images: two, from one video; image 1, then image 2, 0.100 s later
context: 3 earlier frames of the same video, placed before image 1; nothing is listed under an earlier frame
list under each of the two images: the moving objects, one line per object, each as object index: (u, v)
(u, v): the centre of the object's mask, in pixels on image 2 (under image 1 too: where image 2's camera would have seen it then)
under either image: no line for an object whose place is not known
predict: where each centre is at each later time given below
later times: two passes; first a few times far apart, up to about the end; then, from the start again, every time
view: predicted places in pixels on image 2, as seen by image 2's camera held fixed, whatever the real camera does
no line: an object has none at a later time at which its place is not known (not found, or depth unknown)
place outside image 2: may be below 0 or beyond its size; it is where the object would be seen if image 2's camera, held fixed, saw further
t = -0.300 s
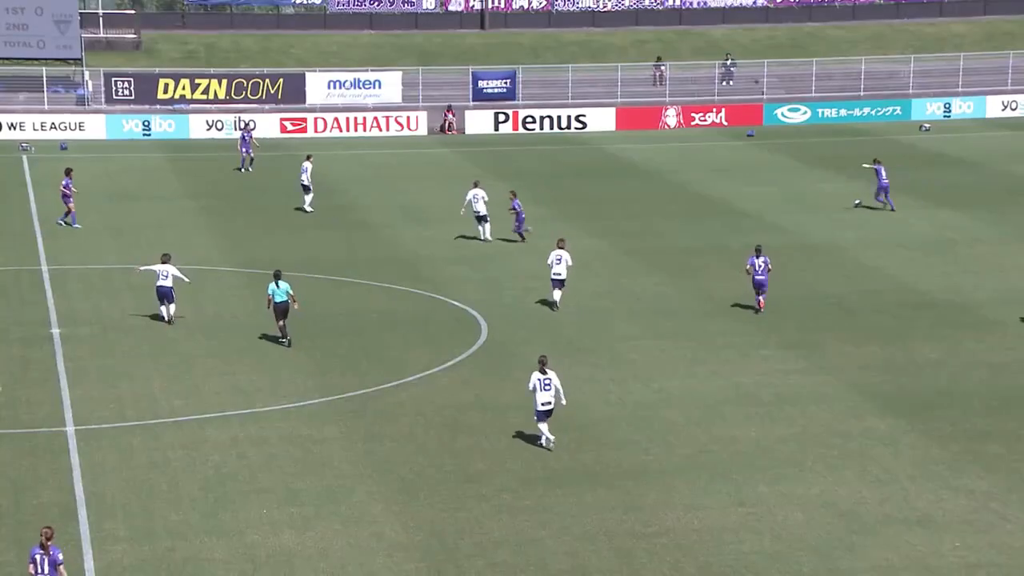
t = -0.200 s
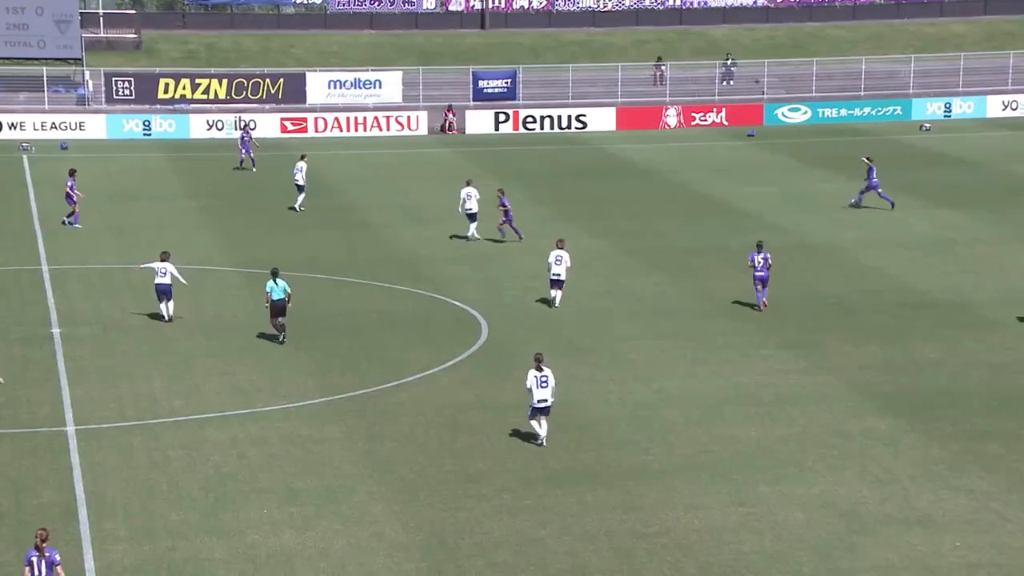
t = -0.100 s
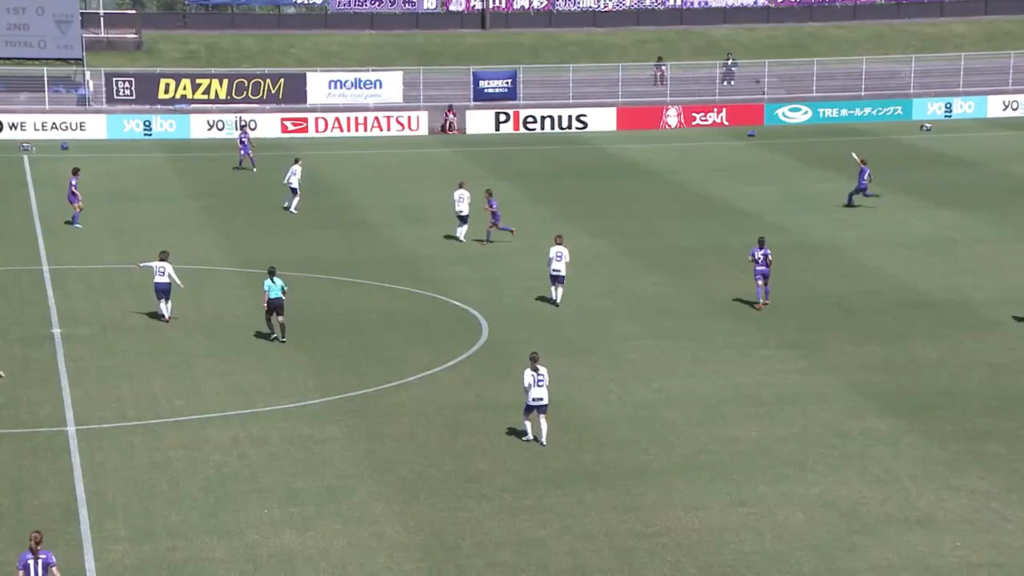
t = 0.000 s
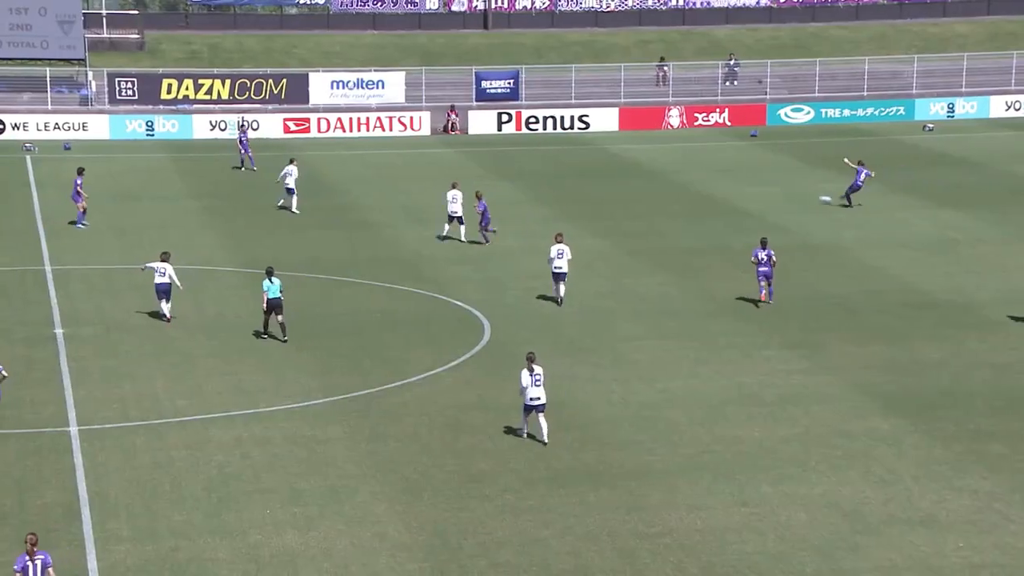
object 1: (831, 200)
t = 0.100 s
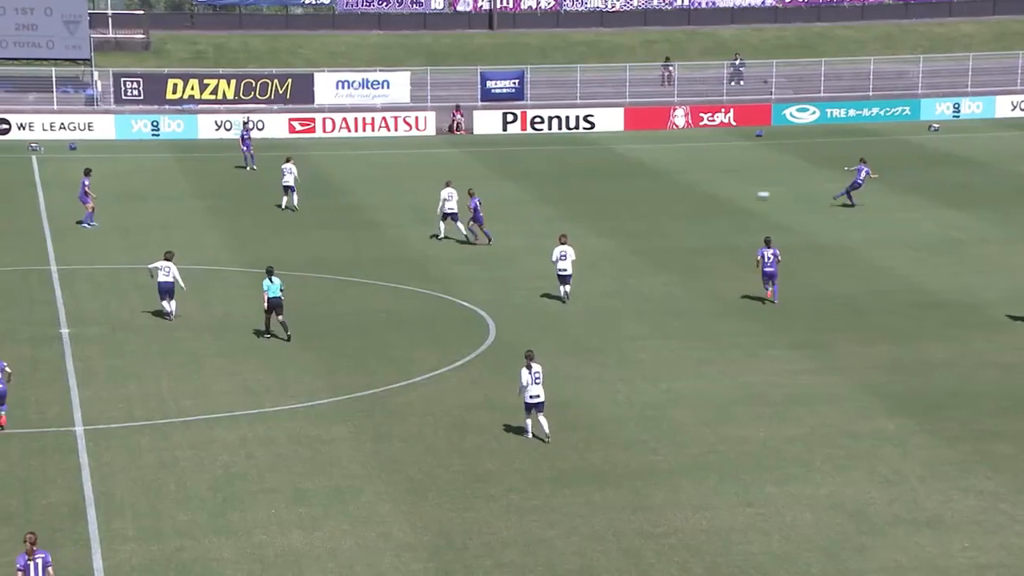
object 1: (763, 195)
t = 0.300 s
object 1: (648, 188)
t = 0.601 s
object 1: (520, 181)
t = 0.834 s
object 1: (447, 178)
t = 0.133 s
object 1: (741, 194)
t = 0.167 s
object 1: (720, 193)
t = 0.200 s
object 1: (702, 192)
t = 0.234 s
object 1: (683, 190)
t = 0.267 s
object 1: (665, 189)
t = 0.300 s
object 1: (648, 188)
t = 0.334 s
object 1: (630, 189)
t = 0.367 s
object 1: (614, 188)
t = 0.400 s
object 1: (599, 186)
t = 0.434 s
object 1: (585, 185)
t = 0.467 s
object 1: (571, 183)
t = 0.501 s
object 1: (557, 183)
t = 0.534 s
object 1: (544, 183)
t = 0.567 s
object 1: (531, 183)
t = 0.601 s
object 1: (520, 181)
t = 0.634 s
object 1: (509, 180)
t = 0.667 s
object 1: (498, 180)
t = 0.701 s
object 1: (487, 179)
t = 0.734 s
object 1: (477, 179)
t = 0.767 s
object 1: (466, 179)
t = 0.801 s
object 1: (456, 178)
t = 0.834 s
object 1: (447, 178)
